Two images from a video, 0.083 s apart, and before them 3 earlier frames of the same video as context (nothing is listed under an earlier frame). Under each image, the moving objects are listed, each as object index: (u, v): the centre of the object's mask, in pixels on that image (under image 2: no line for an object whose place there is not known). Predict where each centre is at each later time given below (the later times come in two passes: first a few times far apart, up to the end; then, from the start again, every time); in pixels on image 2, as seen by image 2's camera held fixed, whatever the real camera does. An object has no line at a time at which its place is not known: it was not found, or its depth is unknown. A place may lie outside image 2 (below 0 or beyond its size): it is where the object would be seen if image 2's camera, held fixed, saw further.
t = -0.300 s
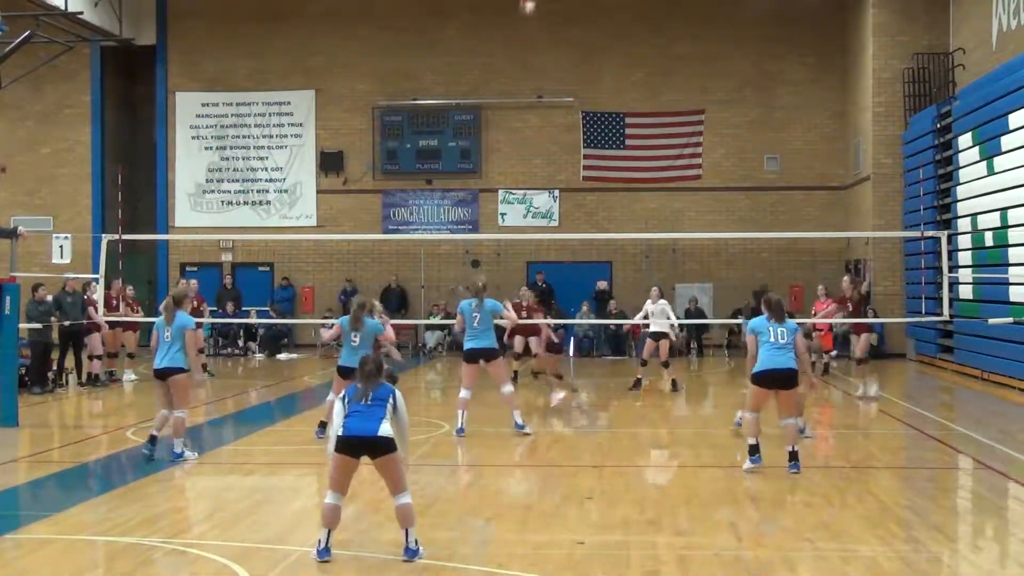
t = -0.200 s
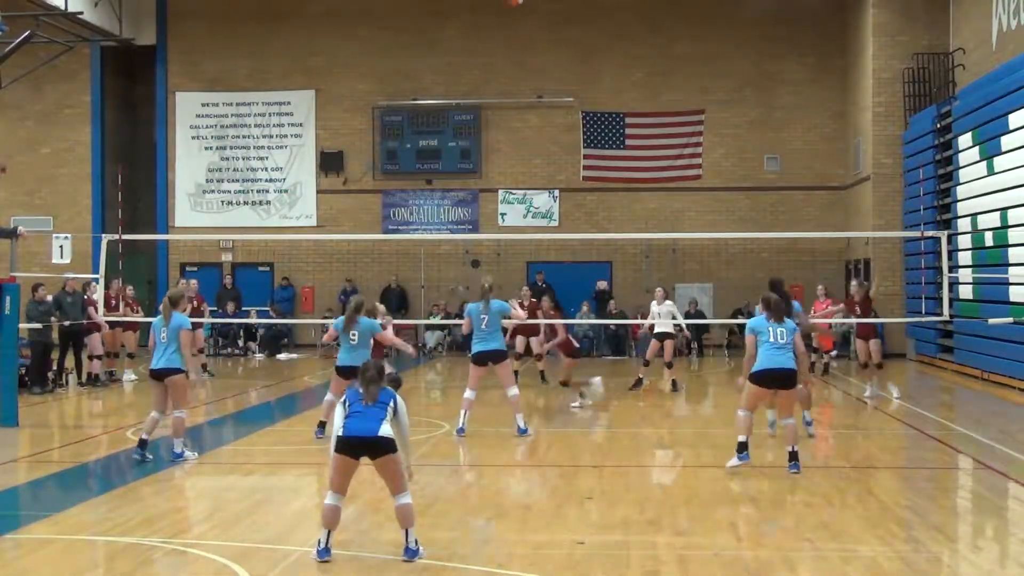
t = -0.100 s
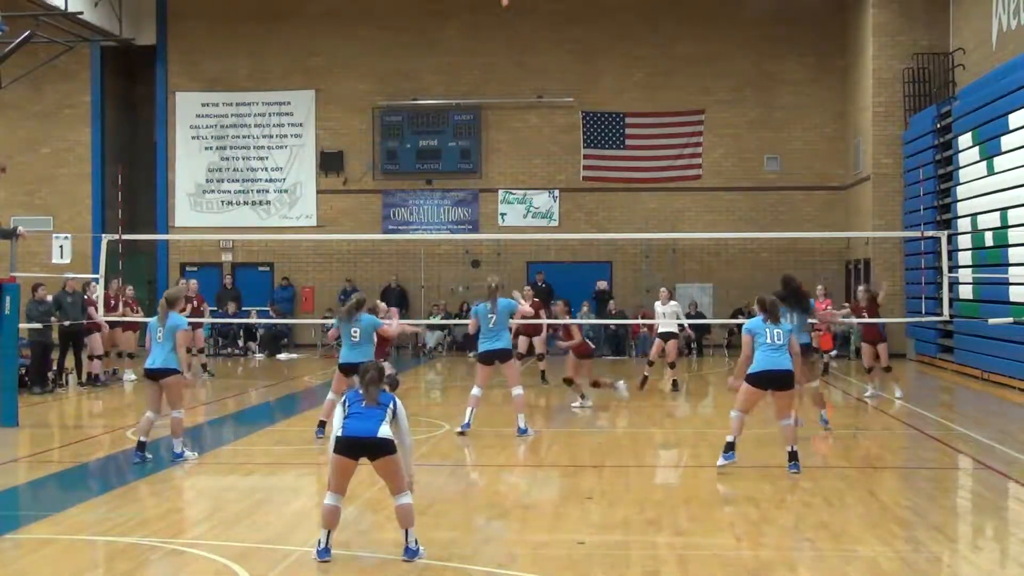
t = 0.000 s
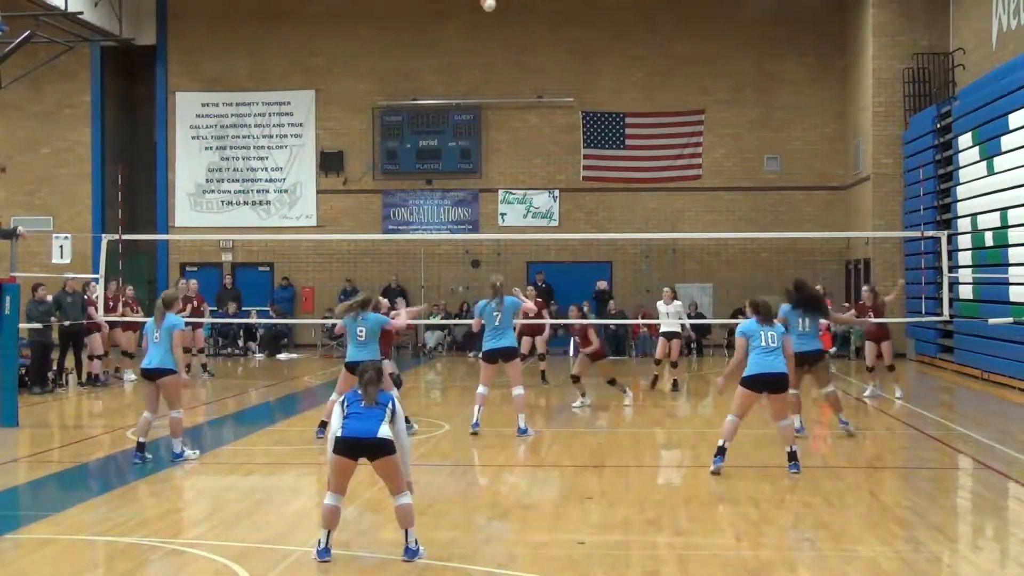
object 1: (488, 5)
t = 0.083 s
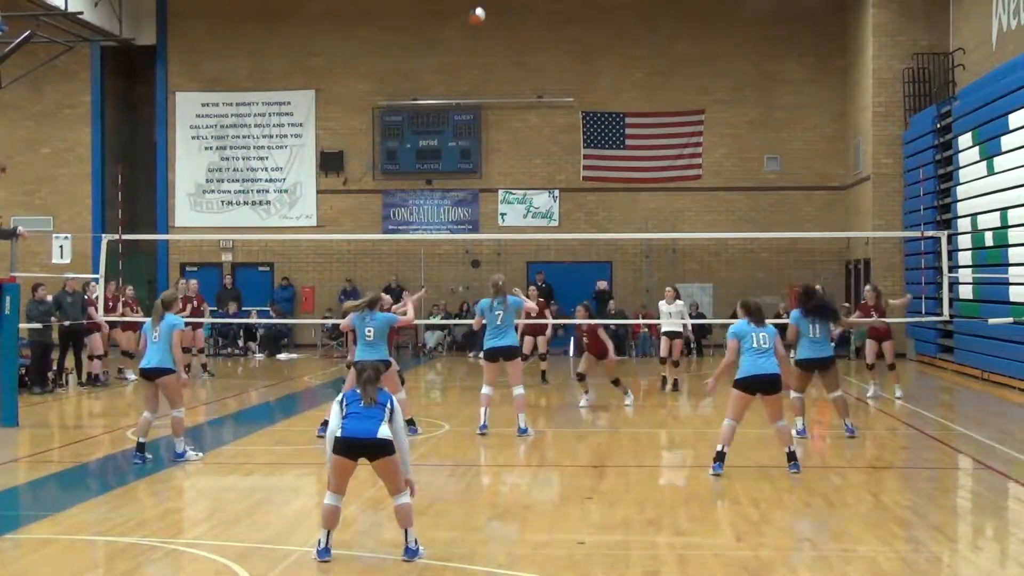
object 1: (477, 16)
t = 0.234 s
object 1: (457, 49)
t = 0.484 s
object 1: (421, 147)
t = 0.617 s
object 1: (401, 218)
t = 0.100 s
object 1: (474, 19)
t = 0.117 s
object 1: (472, 23)
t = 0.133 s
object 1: (469, 25)
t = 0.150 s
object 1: (468, 28)
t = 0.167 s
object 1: (465, 31)
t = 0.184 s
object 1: (463, 35)
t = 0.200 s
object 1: (461, 40)
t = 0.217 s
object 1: (459, 43)
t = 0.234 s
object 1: (457, 49)
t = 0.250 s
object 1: (453, 55)
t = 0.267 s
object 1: (451, 59)
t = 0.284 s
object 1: (449, 64)
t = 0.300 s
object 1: (447, 68)
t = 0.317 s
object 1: (445, 74)
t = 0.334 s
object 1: (443, 80)
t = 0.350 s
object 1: (441, 87)
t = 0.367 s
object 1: (440, 94)
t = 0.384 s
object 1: (439, 99)
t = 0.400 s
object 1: (432, 108)
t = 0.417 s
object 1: (430, 114)
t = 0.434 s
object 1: (427, 122)
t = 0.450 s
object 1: (425, 128)
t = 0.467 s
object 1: (423, 136)
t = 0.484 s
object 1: (421, 147)
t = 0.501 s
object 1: (418, 155)
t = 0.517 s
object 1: (414, 165)
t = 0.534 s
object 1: (411, 173)
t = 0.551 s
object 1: (409, 180)
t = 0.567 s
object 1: (408, 189)
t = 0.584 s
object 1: (404, 197)
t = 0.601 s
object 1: (403, 208)
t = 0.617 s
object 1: (401, 218)
